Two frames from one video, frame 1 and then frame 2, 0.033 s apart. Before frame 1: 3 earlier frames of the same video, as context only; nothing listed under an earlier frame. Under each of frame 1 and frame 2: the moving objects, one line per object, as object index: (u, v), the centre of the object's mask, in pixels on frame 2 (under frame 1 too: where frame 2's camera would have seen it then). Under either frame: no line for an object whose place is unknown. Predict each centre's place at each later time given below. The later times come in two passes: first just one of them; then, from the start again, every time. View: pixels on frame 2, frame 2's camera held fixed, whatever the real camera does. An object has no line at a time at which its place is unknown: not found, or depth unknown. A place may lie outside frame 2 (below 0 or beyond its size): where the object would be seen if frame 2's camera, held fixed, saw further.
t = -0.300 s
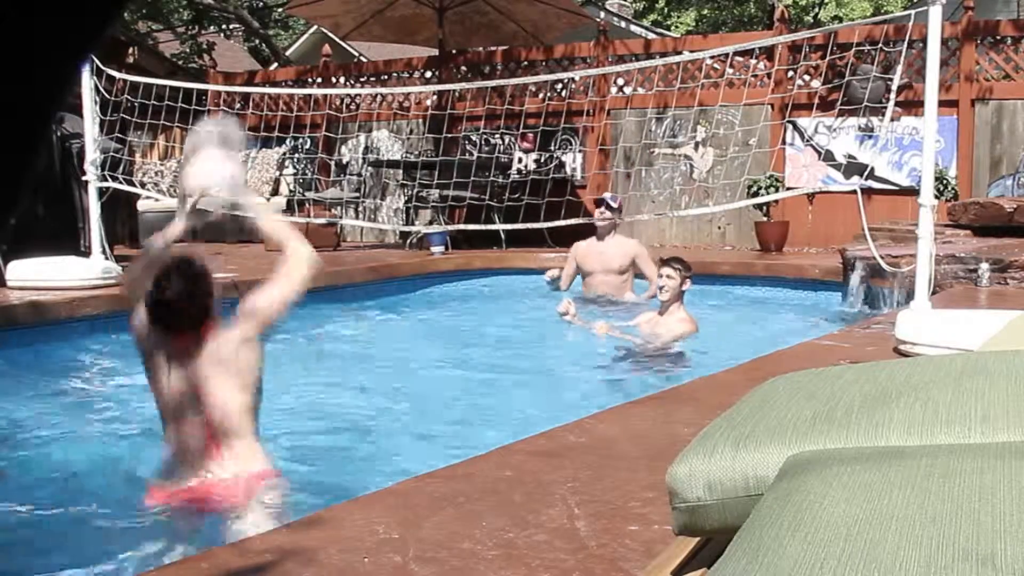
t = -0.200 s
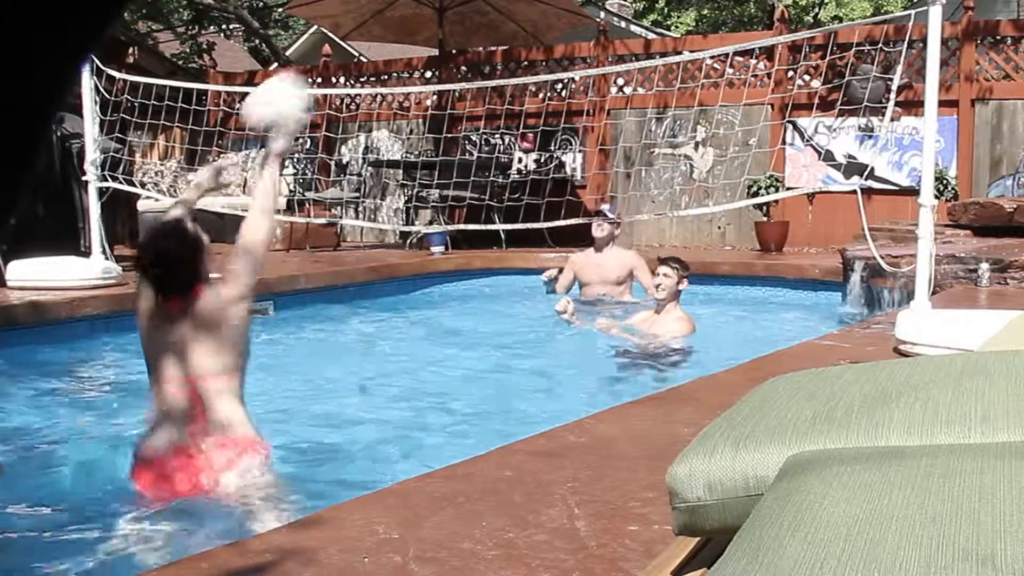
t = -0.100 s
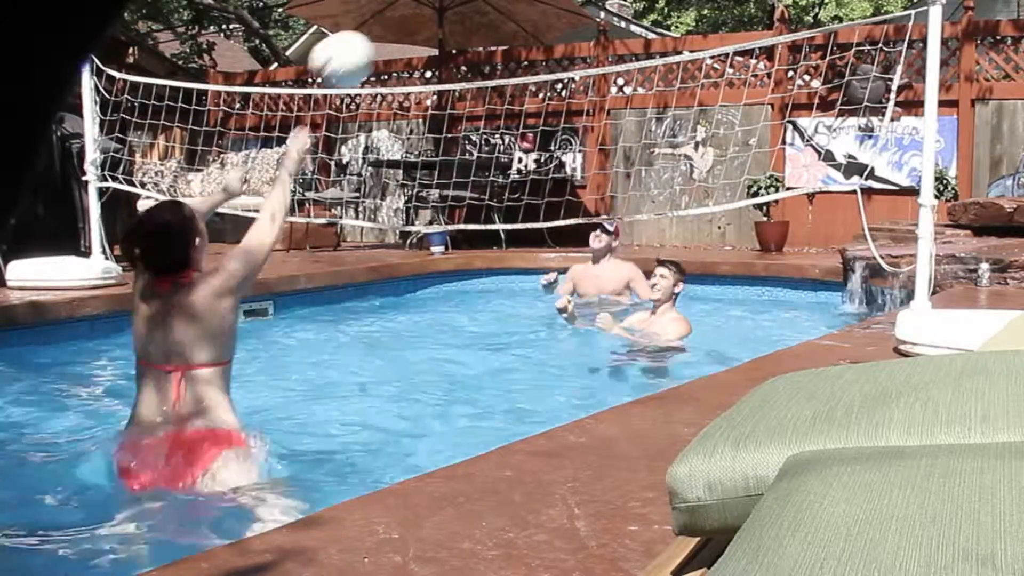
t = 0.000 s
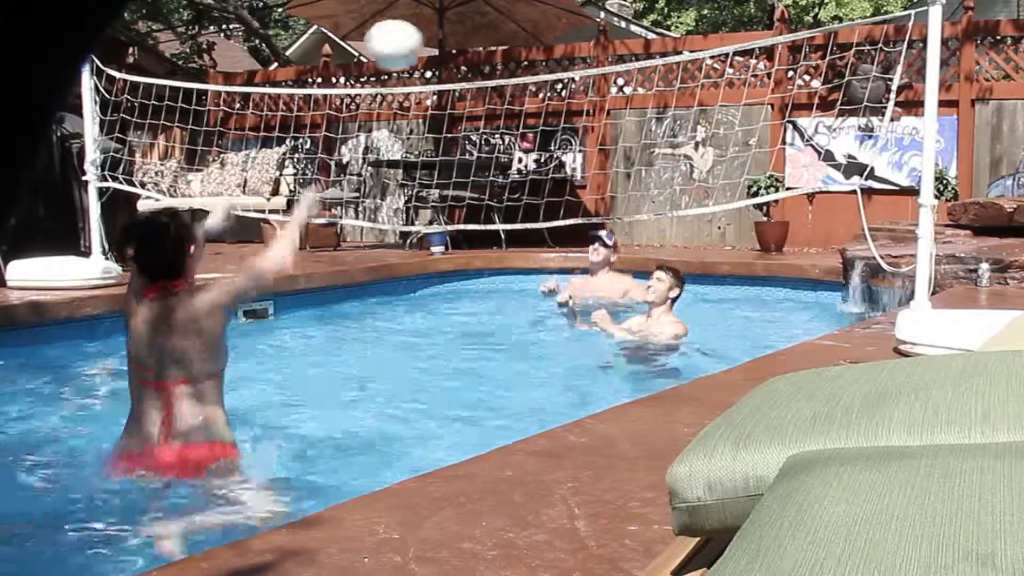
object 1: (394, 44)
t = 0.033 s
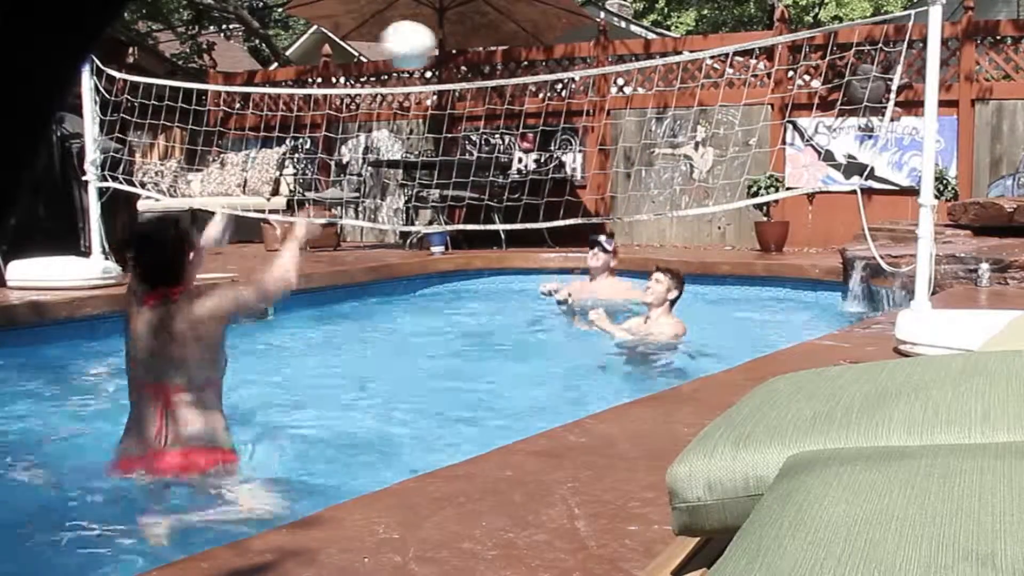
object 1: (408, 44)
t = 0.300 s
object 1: (498, 118)
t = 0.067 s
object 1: (423, 47)
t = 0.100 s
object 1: (436, 53)
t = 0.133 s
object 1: (448, 59)
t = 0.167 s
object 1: (458, 66)
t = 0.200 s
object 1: (469, 79)
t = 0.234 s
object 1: (480, 91)
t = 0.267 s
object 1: (490, 106)
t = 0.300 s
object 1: (498, 118)
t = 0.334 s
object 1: (507, 134)
